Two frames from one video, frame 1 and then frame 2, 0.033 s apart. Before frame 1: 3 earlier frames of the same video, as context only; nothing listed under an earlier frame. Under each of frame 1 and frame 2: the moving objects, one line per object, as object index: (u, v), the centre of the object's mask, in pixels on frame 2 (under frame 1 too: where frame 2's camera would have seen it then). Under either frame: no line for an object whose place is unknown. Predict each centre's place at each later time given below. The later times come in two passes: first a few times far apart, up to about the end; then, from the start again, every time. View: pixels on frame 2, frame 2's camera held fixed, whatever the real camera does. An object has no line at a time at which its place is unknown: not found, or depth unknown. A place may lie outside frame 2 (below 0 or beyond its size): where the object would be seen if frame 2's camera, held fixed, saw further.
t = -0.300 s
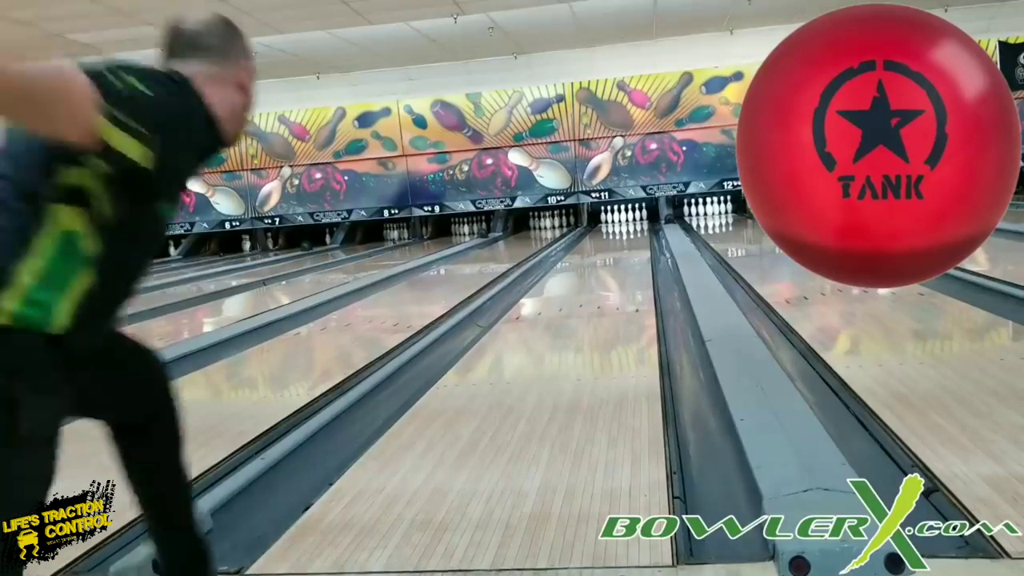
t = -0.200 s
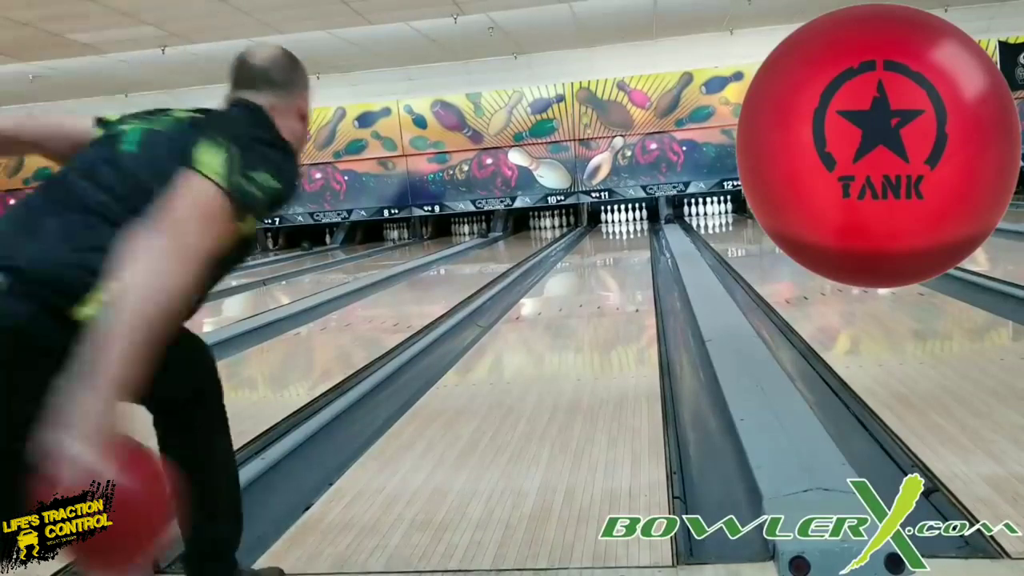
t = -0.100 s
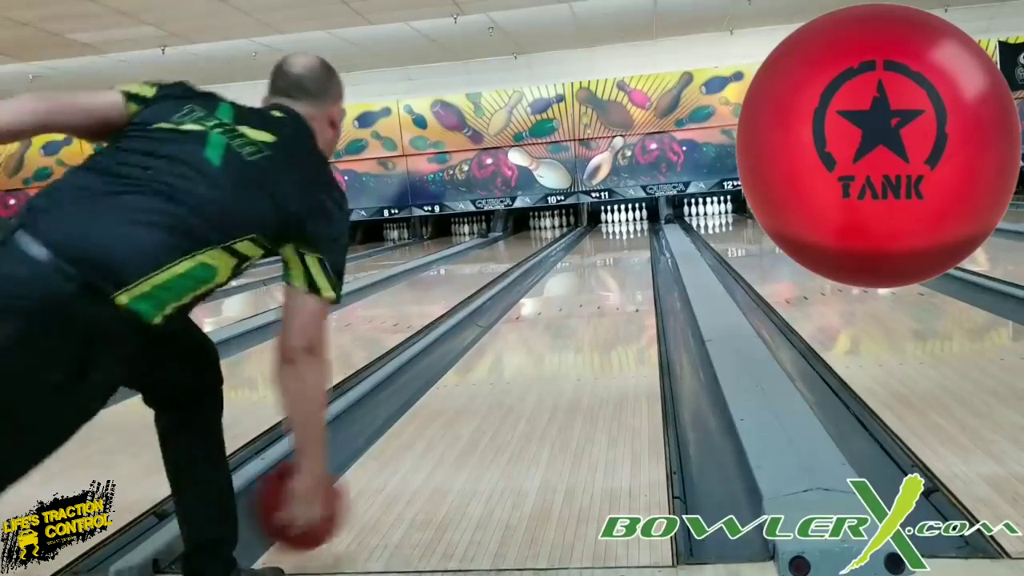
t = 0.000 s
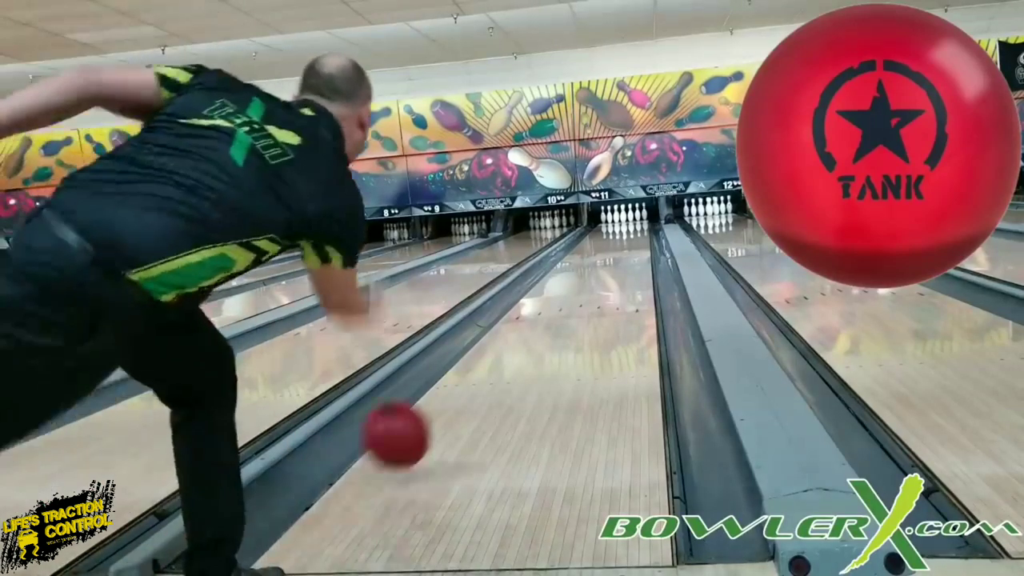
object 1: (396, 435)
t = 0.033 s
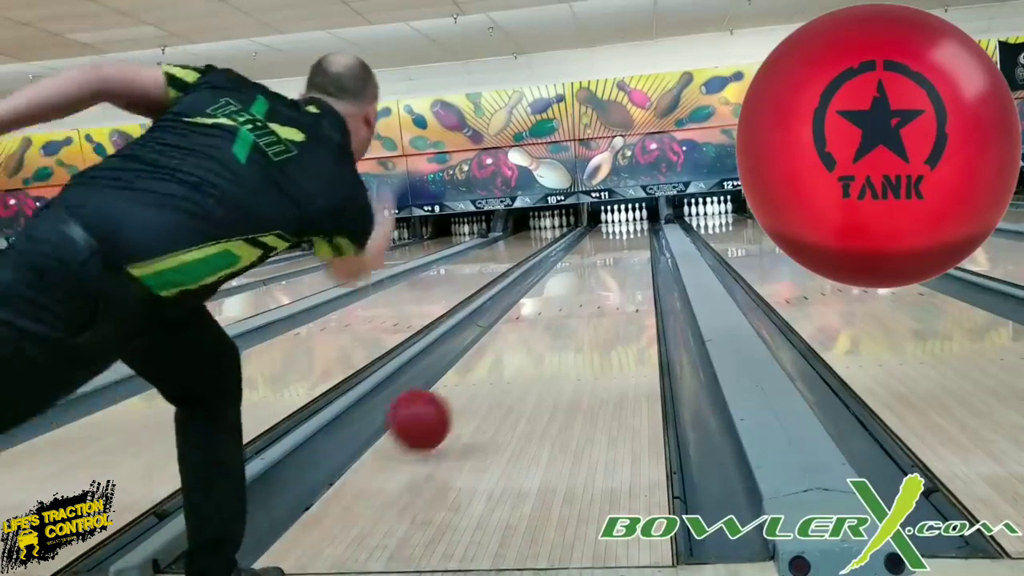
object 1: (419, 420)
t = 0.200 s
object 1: (496, 362)
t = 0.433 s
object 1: (551, 311)
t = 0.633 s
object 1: (579, 285)
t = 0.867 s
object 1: (599, 265)
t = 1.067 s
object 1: (611, 254)
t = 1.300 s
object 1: (620, 244)
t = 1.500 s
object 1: (626, 237)
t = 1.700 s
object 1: (630, 231)
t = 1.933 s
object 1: (632, 227)
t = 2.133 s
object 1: (632, 223)
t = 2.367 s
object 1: (630, 221)
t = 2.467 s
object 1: (628, 219)
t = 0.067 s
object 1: (439, 408)
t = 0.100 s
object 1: (457, 398)
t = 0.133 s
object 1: (471, 385)
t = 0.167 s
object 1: (484, 373)
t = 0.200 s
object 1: (496, 362)
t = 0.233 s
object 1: (507, 353)
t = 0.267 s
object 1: (516, 344)
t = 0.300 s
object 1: (524, 336)
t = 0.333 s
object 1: (532, 329)
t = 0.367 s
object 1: (539, 322)
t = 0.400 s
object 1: (545, 316)
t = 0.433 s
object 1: (551, 311)
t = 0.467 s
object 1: (557, 305)
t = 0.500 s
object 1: (562, 300)
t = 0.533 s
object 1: (567, 296)
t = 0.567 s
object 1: (571, 292)
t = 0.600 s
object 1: (575, 289)
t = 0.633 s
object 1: (579, 285)
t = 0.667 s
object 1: (582, 282)
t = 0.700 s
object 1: (585, 279)
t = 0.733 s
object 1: (588, 276)
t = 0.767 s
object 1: (591, 273)
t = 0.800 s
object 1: (594, 270)
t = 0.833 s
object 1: (596, 267)
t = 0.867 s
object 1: (599, 265)
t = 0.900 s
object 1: (601, 263)
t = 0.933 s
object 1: (603, 261)
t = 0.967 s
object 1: (605, 259)
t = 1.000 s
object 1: (607, 257)
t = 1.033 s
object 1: (609, 255)
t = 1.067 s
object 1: (611, 254)
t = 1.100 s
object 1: (612, 252)
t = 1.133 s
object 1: (614, 251)
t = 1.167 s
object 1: (615, 250)
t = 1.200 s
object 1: (617, 248)
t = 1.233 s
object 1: (618, 247)
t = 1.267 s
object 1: (619, 246)
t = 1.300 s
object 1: (620, 244)
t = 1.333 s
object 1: (621, 243)
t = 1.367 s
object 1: (622, 242)
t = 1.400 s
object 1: (623, 241)
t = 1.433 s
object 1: (624, 240)
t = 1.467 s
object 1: (625, 238)
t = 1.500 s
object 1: (626, 237)
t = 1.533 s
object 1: (627, 236)
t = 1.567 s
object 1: (627, 235)
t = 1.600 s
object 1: (628, 235)
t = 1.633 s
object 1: (628, 234)
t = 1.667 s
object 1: (629, 233)
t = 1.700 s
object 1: (630, 231)
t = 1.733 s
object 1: (631, 231)
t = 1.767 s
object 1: (631, 230)
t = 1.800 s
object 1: (631, 229)
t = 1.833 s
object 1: (632, 229)
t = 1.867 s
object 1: (632, 228)
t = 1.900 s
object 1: (632, 228)
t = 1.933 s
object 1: (632, 227)
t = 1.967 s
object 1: (632, 226)
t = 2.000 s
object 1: (632, 225)
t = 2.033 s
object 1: (632, 225)
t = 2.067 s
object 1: (632, 224)
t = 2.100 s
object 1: (632, 224)
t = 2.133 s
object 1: (632, 223)
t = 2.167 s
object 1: (631, 222)
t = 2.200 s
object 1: (631, 222)
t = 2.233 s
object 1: (631, 222)
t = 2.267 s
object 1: (631, 222)
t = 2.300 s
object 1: (631, 221)
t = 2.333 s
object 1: (631, 221)
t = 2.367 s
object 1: (630, 221)
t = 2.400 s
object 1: (630, 221)
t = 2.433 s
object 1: (628, 220)
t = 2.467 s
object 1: (628, 219)
